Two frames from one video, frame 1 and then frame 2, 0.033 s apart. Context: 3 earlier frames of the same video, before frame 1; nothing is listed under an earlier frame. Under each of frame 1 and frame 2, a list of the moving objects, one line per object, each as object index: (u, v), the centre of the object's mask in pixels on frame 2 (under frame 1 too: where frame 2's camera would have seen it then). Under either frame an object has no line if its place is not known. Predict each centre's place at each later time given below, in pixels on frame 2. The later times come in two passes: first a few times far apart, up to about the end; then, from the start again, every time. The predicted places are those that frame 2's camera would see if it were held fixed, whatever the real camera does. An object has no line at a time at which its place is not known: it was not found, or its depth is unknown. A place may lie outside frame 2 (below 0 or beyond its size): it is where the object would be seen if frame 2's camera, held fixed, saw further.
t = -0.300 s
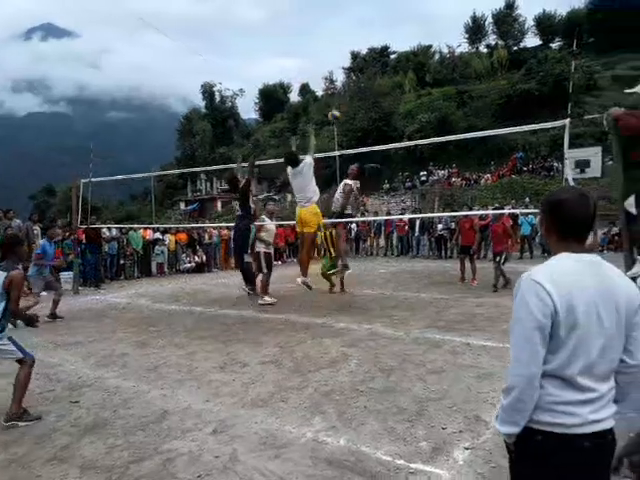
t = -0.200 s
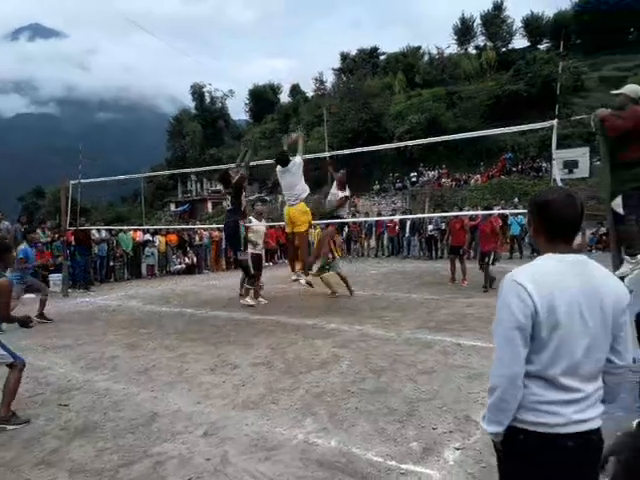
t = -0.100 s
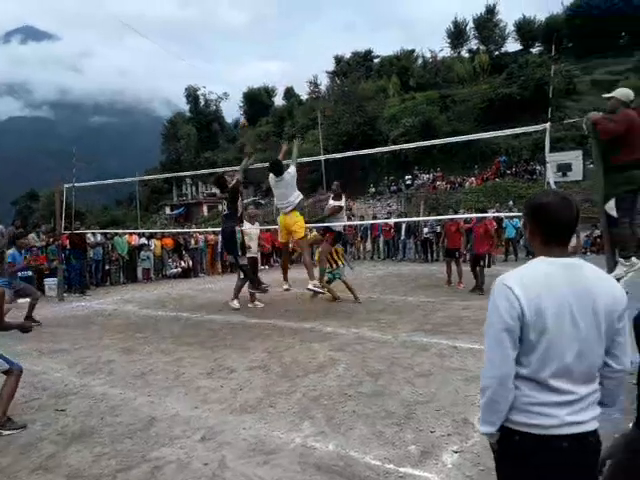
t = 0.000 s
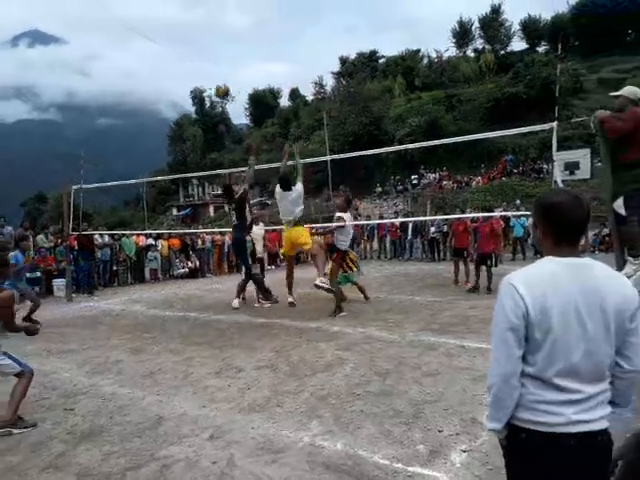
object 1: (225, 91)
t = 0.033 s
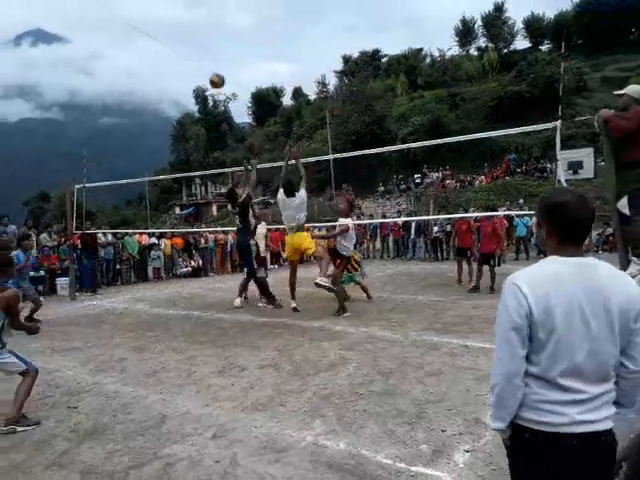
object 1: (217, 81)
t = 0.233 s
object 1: (166, 37)
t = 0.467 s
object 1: (102, 22)
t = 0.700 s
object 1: (34, 57)
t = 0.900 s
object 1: (-26, 140)
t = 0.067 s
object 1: (209, 72)
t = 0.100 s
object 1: (200, 63)
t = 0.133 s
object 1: (192, 55)
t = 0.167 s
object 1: (184, 49)
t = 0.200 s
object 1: (175, 43)
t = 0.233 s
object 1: (166, 37)
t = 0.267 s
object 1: (157, 32)
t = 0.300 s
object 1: (147, 28)
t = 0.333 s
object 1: (139, 24)
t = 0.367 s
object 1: (129, 23)
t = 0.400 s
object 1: (120, 21)
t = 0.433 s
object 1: (112, 22)
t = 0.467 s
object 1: (102, 22)
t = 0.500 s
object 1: (93, 23)
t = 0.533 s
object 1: (83, 26)
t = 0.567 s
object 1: (73, 29)
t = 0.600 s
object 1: (63, 34)
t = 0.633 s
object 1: (54, 41)
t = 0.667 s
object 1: (45, 47)
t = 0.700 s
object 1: (34, 57)
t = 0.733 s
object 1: (24, 68)
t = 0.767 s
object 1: (15, 80)
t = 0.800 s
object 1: (5, 94)
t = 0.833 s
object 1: (-5, 108)
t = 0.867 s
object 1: (-16, 124)
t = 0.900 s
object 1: (-26, 140)
